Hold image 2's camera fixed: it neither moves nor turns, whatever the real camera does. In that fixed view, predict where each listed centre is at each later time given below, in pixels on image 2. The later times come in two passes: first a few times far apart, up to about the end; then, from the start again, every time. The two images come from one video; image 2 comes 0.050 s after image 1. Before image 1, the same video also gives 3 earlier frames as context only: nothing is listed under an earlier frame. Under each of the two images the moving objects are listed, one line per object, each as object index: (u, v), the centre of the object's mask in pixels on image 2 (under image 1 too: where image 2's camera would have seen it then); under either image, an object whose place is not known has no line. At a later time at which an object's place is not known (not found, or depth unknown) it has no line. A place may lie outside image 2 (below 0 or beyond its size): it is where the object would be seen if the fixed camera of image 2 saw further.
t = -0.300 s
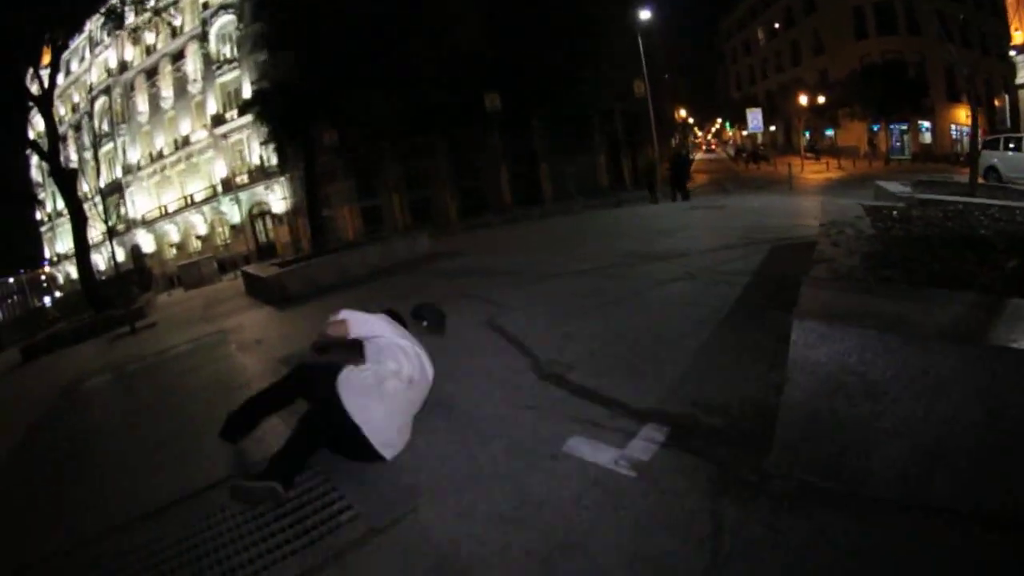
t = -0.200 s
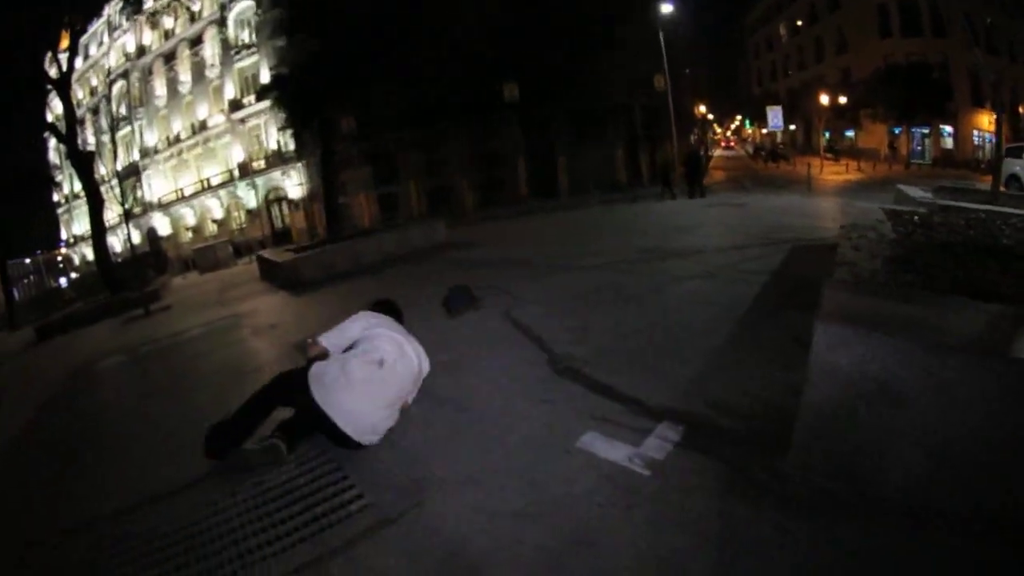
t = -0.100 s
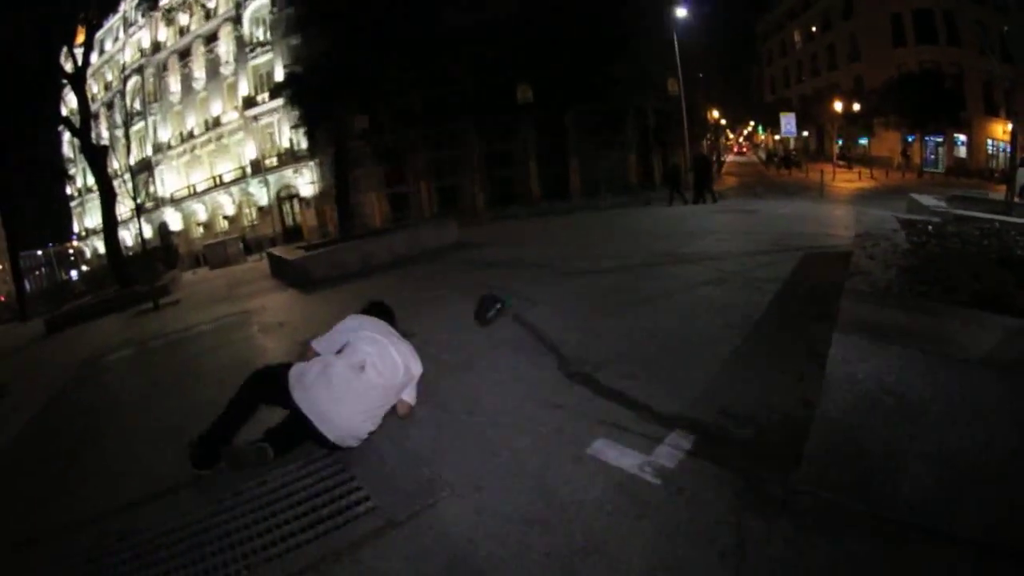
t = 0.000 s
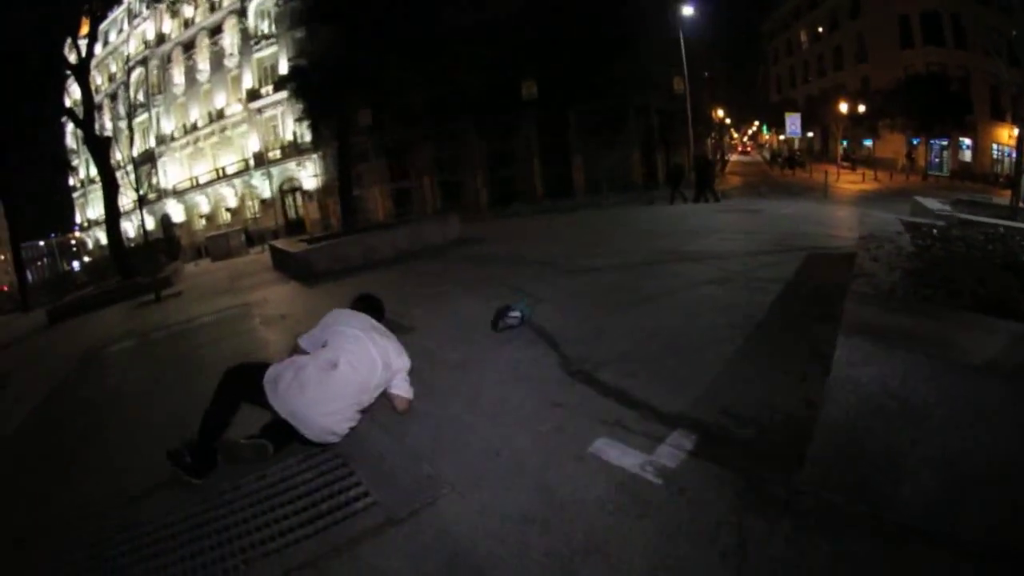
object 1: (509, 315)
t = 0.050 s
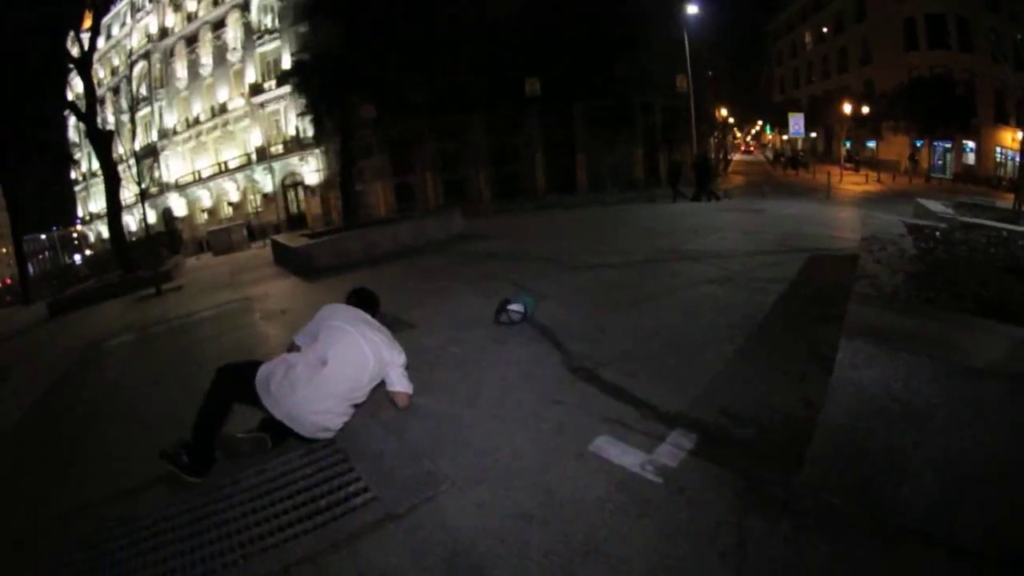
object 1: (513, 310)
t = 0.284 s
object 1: (523, 304)
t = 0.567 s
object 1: (538, 302)
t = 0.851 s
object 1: (547, 298)
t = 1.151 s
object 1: (545, 302)
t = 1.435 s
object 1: (545, 304)
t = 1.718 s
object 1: (546, 306)
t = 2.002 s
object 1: (542, 308)
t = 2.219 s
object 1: (543, 309)
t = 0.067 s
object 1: (514, 309)
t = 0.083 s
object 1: (514, 308)
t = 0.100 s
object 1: (515, 307)
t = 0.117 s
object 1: (516, 307)
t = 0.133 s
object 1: (517, 306)
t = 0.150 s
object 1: (517, 306)
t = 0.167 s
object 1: (518, 306)
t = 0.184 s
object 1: (518, 306)
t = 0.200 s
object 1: (518, 306)
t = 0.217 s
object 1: (519, 306)
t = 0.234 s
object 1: (521, 306)
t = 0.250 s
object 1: (521, 306)
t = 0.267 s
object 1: (522, 305)
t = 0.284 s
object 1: (523, 304)
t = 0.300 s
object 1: (523, 304)
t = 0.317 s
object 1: (524, 304)
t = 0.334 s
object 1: (525, 303)
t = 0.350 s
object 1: (526, 304)
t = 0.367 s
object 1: (525, 303)
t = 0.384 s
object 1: (526, 303)
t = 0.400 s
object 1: (528, 304)
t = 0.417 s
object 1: (529, 304)
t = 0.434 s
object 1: (530, 304)
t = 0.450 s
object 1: (531, 304)
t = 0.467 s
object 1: (532, 304)
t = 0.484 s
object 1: (533, 303)
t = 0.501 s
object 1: (533, 302)
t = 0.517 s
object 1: (535, 302)
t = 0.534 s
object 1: (536, 302)
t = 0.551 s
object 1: (537, 302)
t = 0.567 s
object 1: (538, 302)
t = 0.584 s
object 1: (539, 302)
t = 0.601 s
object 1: (540, 301)
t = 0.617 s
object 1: (540, 301)
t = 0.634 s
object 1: (542, 300)
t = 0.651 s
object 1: (543, 301)
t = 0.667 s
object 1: (544, 300)
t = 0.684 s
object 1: (545, 300)
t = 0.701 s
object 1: (545, 300)
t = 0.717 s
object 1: (546, 300)
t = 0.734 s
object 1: (546, 299)
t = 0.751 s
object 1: (546, 299)
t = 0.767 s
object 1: (547, 299)
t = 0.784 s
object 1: (547, 299)
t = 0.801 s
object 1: (547, 299)
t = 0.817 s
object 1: (547, 298)
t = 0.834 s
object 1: (547, 298)
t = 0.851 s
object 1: (547, 298)
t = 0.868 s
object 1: (547, 298)
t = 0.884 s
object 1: (547, 298)
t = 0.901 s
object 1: (548, 299)
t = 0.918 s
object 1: (547, 299)
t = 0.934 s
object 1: (547, 298)
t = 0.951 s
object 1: (547, 298)
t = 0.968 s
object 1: (547, 298)
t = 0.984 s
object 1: (547, 299)
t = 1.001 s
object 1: (546, 299)
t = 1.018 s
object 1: (546, 299)
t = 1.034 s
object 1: (545, 300)
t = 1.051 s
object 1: (545, 300)
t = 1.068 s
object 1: (545, 300)
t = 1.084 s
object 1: (545, 300)
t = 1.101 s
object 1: (546, 302)
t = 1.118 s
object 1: (546, 302)
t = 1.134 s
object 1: (545, 301)
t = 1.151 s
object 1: (545, 302)
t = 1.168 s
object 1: (545, 302)
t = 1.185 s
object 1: (545, 302)
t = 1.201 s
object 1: (545, 302)
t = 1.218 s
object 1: (545, 303)
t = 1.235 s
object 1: (545, 303)
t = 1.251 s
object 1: (545, 303)
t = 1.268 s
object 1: (545, 304)
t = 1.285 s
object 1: (545, 303)
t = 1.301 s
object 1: (545, 304)
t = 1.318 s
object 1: (545, 304)
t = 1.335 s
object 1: (545, 305)
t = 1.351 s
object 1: (545, 304)
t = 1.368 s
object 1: (543, 303)
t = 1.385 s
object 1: (545, 304)
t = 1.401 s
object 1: (545, 305)
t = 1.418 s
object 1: (545, 304)
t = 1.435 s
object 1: (545, 304)
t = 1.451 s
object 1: (545, 304)
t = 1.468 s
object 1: (545, 304)
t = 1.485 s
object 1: (546, 305)
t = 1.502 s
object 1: (546, 305)
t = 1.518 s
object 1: (546, 305)
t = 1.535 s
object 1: (546, 306)
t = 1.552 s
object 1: (546, 306)
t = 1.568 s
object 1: (546, 306)
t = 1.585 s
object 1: (546, 306)
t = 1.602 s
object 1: (547, 306)
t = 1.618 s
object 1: (547, 306)
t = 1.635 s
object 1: (547, 306)
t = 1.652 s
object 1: (547, 306)
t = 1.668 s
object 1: (547, 306)
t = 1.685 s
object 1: (547, 306)
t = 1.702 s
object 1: (547, 306)
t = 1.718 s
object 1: (546, 306)
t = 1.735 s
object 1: (546, 306)
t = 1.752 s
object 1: (546, 306)
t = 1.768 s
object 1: (545, 306)
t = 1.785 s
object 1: (545, 307)
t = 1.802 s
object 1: (544, 307)
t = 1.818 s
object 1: (544, 307)
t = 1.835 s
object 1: (544, 308)
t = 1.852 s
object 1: (543, 307)
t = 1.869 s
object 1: (542, 307)
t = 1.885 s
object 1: (544, 308)
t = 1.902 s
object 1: (543, 308)
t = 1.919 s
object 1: (543, 308)
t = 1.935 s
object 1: (543, 308)
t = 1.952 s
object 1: (543, 308)
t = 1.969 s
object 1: (543, 308)
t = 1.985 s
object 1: (543, 308)
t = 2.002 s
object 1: (542, 308)
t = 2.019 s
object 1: (542, 308)
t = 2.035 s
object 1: (542, 308)
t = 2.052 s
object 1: (542, 308)
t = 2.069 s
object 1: (542, 309)
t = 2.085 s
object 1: (542, 309)
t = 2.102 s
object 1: (542, 309)
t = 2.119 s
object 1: (542, 309)
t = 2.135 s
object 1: (542, 309)
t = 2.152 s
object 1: (542, 309)
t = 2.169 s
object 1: (543, 309)
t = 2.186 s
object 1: (543, 309)
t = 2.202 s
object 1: (543, 309)
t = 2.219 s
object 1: (543, 309)
